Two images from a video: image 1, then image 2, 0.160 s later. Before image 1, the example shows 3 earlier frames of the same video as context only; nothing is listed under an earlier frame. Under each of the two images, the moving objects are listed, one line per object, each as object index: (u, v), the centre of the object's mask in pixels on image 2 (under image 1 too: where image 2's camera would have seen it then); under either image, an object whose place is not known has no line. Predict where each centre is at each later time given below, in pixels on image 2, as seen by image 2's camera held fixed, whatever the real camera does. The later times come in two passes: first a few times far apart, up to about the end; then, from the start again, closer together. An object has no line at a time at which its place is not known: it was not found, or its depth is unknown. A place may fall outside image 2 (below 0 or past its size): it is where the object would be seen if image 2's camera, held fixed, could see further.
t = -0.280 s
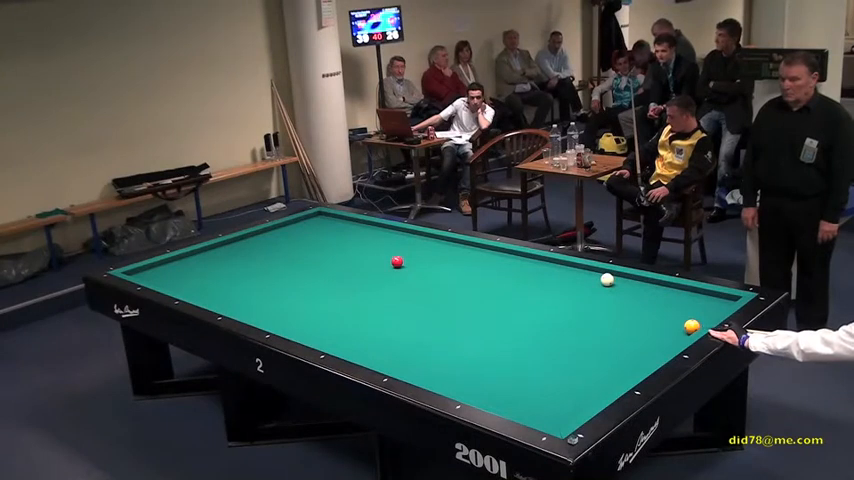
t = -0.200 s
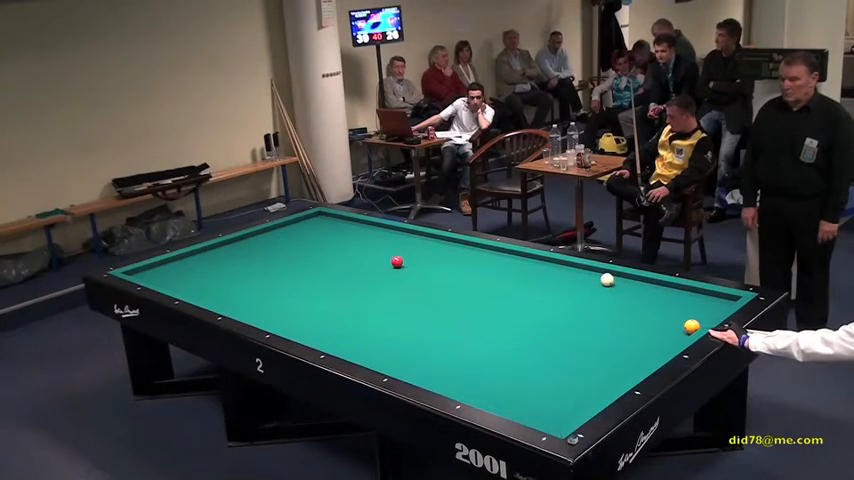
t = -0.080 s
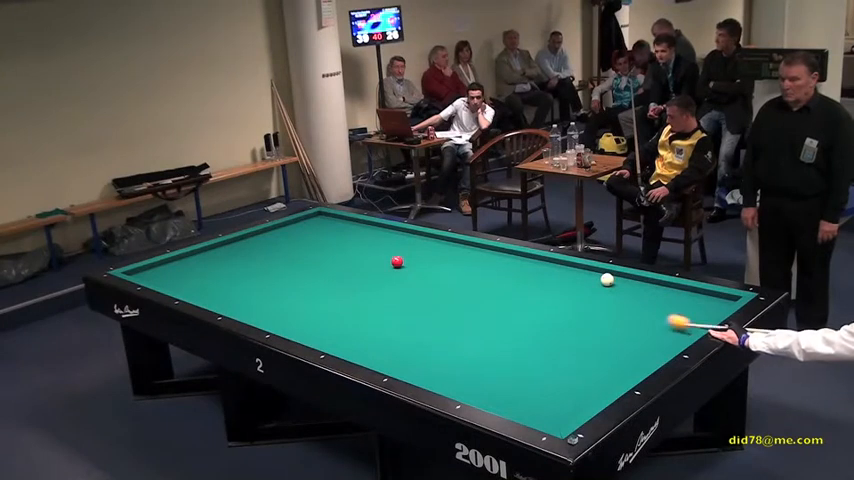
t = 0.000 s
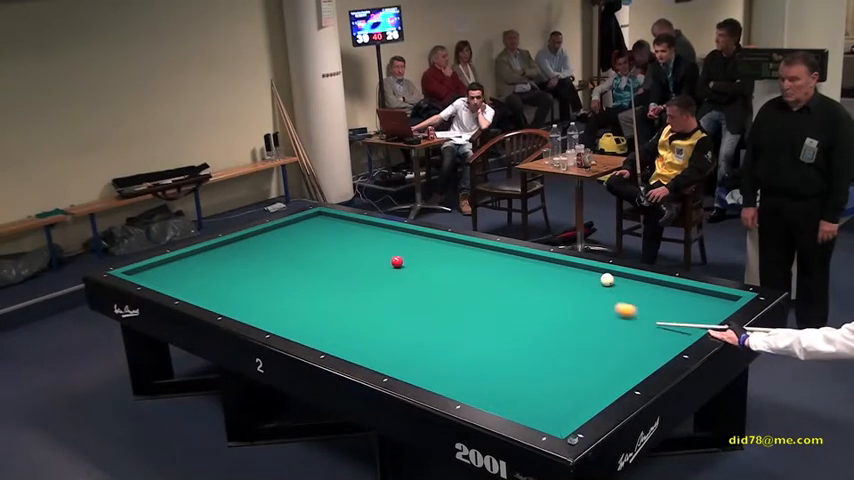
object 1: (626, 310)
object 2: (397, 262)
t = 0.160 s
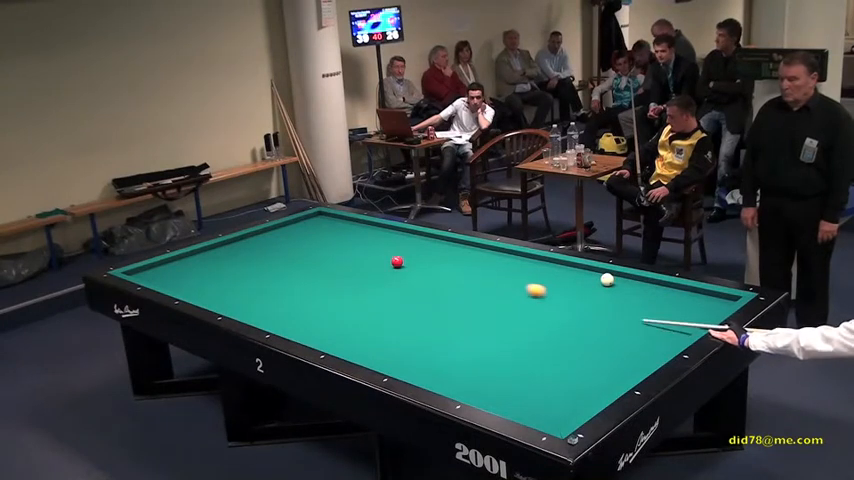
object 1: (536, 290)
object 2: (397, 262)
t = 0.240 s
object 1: (496, 281)
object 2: (397, 262)
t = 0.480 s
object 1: (409, 259)
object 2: (380, 261)
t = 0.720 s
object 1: (409, 243)
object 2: (290, 258)
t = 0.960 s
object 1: (393, 228)
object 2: (222, 255)
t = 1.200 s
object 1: (345, 225)
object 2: (191, 259)
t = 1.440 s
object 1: (301, 222)
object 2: (200, 271)
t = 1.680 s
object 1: (292, 230)
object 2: (205, 284)
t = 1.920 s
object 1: (291, 241)
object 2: (212, 297)
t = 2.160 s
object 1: (289, 252)
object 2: (229, 306)
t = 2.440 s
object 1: (287, 267)
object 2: (262, 311)
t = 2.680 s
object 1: (285, 280)
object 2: (292, 315)
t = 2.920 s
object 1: (283, 295)
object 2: (323, 319)
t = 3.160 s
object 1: (282, 311)
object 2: (354, 323)
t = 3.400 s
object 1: (281, 326)
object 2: (386, 327)
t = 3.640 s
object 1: (315, 328)
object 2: (418, 331)
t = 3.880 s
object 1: (349, 329)
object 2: (451, 336)
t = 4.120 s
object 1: (383, 330)
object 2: (484, 340)
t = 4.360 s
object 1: (417, 331)
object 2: (518, 344)
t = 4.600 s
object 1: (451, 332)
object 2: (552, 349)
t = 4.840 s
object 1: (485, 333)
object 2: (587, 353)
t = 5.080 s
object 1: (519, 334)
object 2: (622, 358)
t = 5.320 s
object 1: (553, 335)
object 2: (643, 358)
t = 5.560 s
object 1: (586, 336)
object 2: (632, 349)
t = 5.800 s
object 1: (615, 334)
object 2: (626, 343)
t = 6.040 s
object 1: (631, 325)
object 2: (634, 345)
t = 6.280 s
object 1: (645, 317)
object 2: (641, 347)
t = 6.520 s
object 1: (659, 310)
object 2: (648, 349)
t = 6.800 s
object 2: (654, 350)
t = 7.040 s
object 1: (685, 295)
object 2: (659, 350)
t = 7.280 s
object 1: (691, 290)
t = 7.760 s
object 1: (678, 297)
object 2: (652, 349)
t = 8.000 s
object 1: (672, 301)
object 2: (653, 349)
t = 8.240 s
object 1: (666, 304)
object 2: (652, 349)
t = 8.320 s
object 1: (664, 305)
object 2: (652, 349)
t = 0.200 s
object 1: (515, 285)
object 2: (397, 262)
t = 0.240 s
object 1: (496, 281)
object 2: (397, 262)
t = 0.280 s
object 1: (477, 277)
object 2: (397, 262)
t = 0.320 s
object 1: (459, 273)
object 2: (397, 262)
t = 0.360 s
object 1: (441, 269)
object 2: (397, 262)
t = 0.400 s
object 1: (425, 266)
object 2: (397, 262)
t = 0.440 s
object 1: (409, 262)
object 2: (396, 261)
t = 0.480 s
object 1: (409, 259)
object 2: (380, 261)
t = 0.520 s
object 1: (411, 256)
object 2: (364, 261)
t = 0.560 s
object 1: (411, 254)
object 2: (347, 260)
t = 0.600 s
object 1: (411, 250)
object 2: (332, 260)
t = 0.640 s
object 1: (411, 248)
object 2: (317, 259)
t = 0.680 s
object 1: (410, 245)
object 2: (304, 258)
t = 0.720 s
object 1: (409, 243)
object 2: (290, 258)
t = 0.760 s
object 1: (407, 240)
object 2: (277, 257)
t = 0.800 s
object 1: (405, 238)
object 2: (265, 257)
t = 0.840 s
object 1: (402, 235)
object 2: (254, 256)
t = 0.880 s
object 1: (399, 232)
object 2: (243, 256)
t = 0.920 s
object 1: (397, 230)
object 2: (233, 256)
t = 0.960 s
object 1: (393, 228)
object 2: (222, 255)
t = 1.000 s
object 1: (384, 228)
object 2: (212, 255)
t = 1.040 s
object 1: (376, 227)
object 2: (201, 254)
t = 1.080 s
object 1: (368, 227)
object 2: (191, 254)
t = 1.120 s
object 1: (361, 226)
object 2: (187, 255)
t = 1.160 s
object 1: (353, 225)
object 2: (190, 257)
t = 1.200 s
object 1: (345, 225)
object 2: (191, 259)
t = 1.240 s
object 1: (337, 224)
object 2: (194, 261)
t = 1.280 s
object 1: (330, 224)
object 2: (196, 263)
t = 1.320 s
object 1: (322, 223)
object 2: (197, 265)
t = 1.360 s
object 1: (315, 223)
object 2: (198, 267)
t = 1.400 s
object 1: (308, 222)
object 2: (199, 269)
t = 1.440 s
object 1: (301, 222)
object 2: (200, 271)
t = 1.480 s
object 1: (293, 221)
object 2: (201, 273)
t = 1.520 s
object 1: (291, 222)
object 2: (202, 275)
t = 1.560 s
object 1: (292, 224)
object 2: (203, 277)
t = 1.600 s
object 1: (292, 226)
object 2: (203, 279)
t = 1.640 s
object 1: (292, 228)
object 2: (204, 281)
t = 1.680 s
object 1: (292, 230)
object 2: (205, 284)
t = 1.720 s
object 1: (292, 231)
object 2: (206, 286)
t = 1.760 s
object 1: (292, 233)
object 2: (208, 288)
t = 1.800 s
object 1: (292, 235)
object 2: (208, 290)
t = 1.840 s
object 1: (291, 237)
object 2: (210, 292)
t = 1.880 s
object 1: (291, 239)
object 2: (211, 295)
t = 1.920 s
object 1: (291, 241)
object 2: (212, 297)
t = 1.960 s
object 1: (291, 242)
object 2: (213, 299)
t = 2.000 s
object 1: (290, 244)
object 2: (214, 301)
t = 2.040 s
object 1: (290, 246)
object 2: (216, 302)
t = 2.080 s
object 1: (290, 248)
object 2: (219, 303)
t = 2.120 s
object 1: (290, 250)
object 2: (224, 305)
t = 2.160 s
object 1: (289, 252)
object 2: (229, 306)
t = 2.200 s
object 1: (289, 254)
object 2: (233, 307)
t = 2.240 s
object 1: (289, 256)
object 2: (238, 308)
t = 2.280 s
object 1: (289, 258)
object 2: (243, 309)
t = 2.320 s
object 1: (288, 260)
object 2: (248, 309)
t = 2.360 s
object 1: (288, 262)
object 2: (253, 310)
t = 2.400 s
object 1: (288, 264)
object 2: (257, 311)
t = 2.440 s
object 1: (287, 267)
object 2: (262, 311)
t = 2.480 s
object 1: (287, 269)
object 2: (267, 312)
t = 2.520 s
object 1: (287, 271)
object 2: (272, 312)
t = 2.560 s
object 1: (286, 273)
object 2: (277, 313)
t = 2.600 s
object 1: (286, 276)
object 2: (282, 314)
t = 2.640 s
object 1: (286, 278)
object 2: (287, 314)
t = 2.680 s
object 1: (285, 280)
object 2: (292, 315)
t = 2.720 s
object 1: (285, 282)
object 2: (297, 316)
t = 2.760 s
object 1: (285, 285)
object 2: (302, 317)
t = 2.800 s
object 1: (284, 287)
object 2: (308, 317)
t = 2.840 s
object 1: (284, 290)
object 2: (313, 318)
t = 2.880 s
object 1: (284, 292)
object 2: (318, 319)
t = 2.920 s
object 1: (283, 295)
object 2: (323, 319)
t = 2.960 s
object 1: (283, 297)
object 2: (328, 320)
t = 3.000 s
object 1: (283, 300)
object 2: (334, 320)
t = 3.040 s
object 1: (282, 303)
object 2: (339, 321)
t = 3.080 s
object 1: (282, 306)
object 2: (344, 322)
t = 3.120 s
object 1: (282, 308)
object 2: (349, 322)
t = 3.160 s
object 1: (282, 311)
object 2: (354, 323)
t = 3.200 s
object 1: (281, 313)
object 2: (360, 324)
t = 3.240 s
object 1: (281, 317)
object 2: (365, 324)
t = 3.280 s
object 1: (280, 319)
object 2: (370, 325)
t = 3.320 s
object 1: (280, 322)
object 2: (375, 325)
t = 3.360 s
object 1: (280, 324)
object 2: (380, 326)
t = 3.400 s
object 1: (281, 326)
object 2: (386, 327)
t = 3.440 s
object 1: (287, 326)
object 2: (391, 328)
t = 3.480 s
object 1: (293, 327)
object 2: (397, 328)
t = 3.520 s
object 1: (298, 328)
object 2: (402, 329)
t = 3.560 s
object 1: (304, 328)
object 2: (407, 330)
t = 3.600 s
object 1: (309, 328)
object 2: (413, 331)
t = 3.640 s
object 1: (315, 328)
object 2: (418, 331)
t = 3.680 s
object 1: (321, 328)
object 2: (423, 332)
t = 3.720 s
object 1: (326, 329)
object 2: (429, 333)
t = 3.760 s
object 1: (332, 329)
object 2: (434, 333)
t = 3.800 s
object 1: (338, 329)
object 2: (440, 334)
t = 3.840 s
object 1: (343, 329)
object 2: (445, 335)
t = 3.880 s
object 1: (349, 329)
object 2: (451, 336)
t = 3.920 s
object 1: (355, 329)
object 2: (456, 336)
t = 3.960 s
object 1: (360, 329)
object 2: (462, 337)
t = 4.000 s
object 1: (366, 330)
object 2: (467, 338)
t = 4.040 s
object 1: (372, 330)
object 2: (473, 338)
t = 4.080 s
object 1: (377, 330)
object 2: (478, 339)
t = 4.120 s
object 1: (383, 330)
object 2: (484, 340)
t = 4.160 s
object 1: (389, 330)
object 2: (490, 341)
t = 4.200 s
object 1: (395, 331)
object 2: (495, 341)
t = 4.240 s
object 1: (400, 331)
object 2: (501, 342)
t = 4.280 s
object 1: (406, 331)
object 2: (506, 343)
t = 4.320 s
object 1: (411, 331)
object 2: (512, 344)
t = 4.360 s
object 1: (417, 331)
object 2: (518, 344)
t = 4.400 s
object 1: (423, 331)
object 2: (523, 345)
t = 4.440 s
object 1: (429, 331)
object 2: (529, 346)
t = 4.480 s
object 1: (434, 332)
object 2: (535, 347)
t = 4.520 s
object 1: (440, 332)
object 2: (541, 347)
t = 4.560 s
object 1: (446, 332)
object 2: (546, 348)
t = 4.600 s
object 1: (451, 332)
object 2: (552, 349)
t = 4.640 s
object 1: (457, 332)
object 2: (558, 350)
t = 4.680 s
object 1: (462, 332)
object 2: (564, 350)
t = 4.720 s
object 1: (468, 332)
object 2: (569, 351)
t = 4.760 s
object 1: (474, 332)
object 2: (575, 352)
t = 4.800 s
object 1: (480, 333)
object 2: (581, 353)
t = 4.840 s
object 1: (485, 333)
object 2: (587, 353)
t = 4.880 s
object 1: (491, 333)
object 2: (593, 354)
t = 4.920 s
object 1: (496, 333)
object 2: (599, 355)
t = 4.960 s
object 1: (502, 333)
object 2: (604, 356)
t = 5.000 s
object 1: (508, 333)
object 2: (610, 356)
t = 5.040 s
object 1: (514, 334)
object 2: (616, 357)
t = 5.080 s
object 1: (519, 334)
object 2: (622, 358)
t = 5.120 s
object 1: (525, 334)
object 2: (628, 358)
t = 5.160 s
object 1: (530, 334)
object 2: (634, 359)
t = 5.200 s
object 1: (536, 334)
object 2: (640, 360)
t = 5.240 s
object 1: (541, 334)
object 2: (645, 359)
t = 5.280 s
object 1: (547, 334)
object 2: (645, 359)
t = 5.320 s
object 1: (553, 335)
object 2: (643, 358)
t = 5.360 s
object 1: (558, 335)
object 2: (641, 356)
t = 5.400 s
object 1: (564, 335)
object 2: (639, 355)
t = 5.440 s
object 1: (569, 335)
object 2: (637, 353)
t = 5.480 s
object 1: (575, 335)
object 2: (636, 352)
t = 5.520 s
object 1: (581, 335)
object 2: (634, 350)
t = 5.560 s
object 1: (586, 336)
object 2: (632, 349)
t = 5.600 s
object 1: (592, 336)
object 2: (631, 347)
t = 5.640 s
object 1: (597, 336)
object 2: (629, 346)
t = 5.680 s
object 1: (603, 336)
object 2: (627, 345)
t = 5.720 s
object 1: (608, 336)
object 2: (626, 343)
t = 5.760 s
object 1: (613, 335)
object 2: (624, 342)
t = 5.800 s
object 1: (615, 334)
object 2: (626, 343)
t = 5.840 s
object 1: (617, 332)
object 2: (628, 343)
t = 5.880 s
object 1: (620, 331)
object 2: (629, 344)
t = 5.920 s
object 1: (623, 329)
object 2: (631, 344)
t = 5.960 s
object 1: (626, 328)
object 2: (632, 344)
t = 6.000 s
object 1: (628, 327)
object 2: (633, 344)
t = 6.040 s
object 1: (631, 325)
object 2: (634, 345)
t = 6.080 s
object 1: (633, 324)
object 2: (636, 345)
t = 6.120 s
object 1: (636, 323)
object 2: (637, 346)
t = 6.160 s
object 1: (638, 321)
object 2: (638, 346)
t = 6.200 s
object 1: (640, 320)
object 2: (639, 346)
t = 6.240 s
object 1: (643, 319)
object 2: (640, 346)
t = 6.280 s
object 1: (645, 317)
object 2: (641, 347)
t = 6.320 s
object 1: (648, 316)
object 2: (642, 347)
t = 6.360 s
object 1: (650, 315)
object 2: (643, 347)
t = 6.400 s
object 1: (652, 313)
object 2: (644, 348)
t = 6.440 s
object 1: (654, 312)
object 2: (645, 348)
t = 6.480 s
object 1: (657, 311)
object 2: (646, 348)
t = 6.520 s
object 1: (659, 310)
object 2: (648, 349)
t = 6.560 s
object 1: (661, 308)
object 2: (649, 349)
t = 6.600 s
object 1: (663, 307)
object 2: (650, 349)
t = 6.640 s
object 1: (665, 306)
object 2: (651, 349)
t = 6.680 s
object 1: (667, 305)
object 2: (652, 350)
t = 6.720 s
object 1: (670, 304)
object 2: (653, 350)
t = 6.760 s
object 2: (654, 350)
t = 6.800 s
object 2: (654, 350)
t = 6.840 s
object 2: (655, 350)
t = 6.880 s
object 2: (656, 350)
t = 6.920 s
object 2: (657, 350)
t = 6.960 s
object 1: (681, 297)
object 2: (658, 350)
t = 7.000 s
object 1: (683, 296)
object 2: (658, 350)
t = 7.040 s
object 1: (685, 295)
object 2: (659, 350)
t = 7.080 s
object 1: (687, 294)
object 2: (658, 350)
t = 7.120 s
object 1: (689, 293)
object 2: (658, 350)
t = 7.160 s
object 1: (691, 291)
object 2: (657, 350)
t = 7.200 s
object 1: (693, 290)
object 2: (655, 347)
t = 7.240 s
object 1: (693, 290)
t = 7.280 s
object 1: (691, 290)
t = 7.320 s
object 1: (689, 290)
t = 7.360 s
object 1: (687, 291)
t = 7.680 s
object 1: (679, 295)
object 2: (649, 347)
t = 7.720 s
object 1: (678, 296)
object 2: (651, 348)
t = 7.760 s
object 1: (678, 297)
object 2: (652, 349)
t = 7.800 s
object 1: (678, 298)
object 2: (653, 349)
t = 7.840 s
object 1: (677, 299)
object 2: (653, 350)
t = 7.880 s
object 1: (676, 299)
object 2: (653, 349)
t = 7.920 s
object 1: (675, 300)
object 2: (653, 349)
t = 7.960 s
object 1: (673, 301)
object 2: (653, 349)
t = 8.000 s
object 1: (672, 301)
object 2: (653, 349)
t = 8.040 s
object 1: (671, 301)
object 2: (652, 349)
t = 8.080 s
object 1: (670, 302)
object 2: (652, 349)
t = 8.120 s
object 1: (669, 303)
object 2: (652, 349)
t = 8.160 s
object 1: (668, 303)
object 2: (652, 349)
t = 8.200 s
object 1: (667, 304)
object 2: (652, 349)
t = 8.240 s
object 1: (666, 304)
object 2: (652, 349)
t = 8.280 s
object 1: (665, 305)
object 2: (652, 349)
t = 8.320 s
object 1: (664, 305)
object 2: (652, 349)
